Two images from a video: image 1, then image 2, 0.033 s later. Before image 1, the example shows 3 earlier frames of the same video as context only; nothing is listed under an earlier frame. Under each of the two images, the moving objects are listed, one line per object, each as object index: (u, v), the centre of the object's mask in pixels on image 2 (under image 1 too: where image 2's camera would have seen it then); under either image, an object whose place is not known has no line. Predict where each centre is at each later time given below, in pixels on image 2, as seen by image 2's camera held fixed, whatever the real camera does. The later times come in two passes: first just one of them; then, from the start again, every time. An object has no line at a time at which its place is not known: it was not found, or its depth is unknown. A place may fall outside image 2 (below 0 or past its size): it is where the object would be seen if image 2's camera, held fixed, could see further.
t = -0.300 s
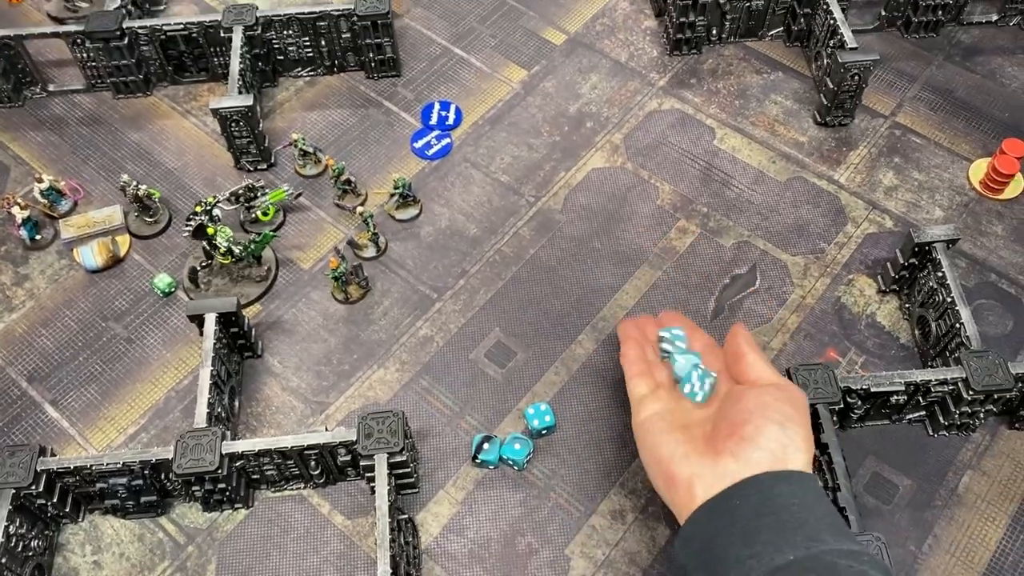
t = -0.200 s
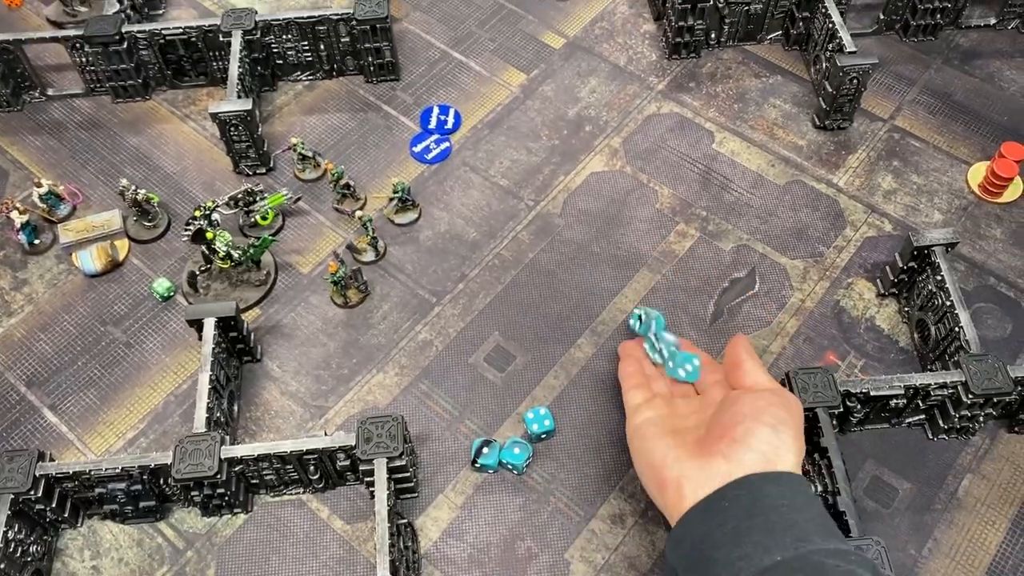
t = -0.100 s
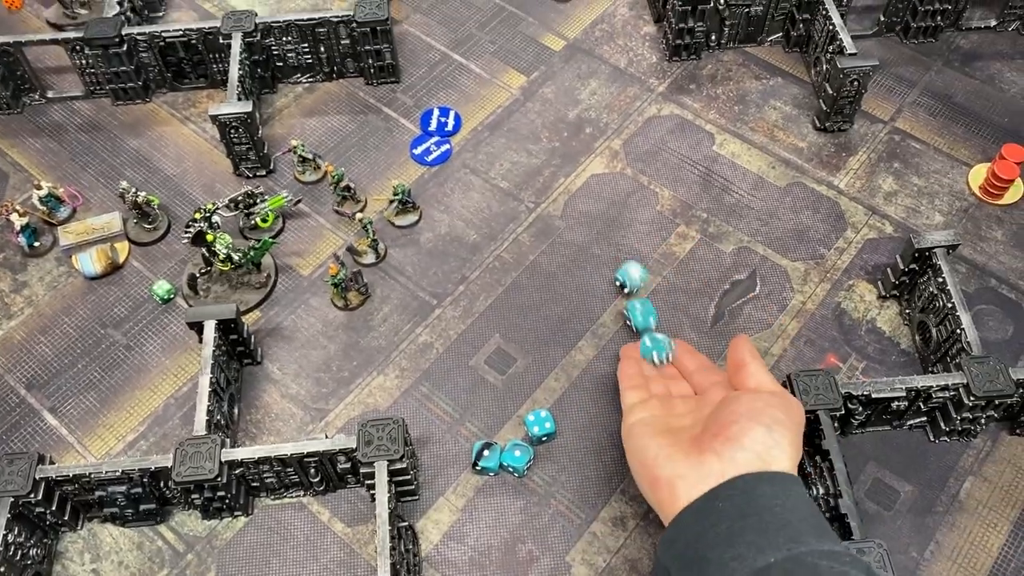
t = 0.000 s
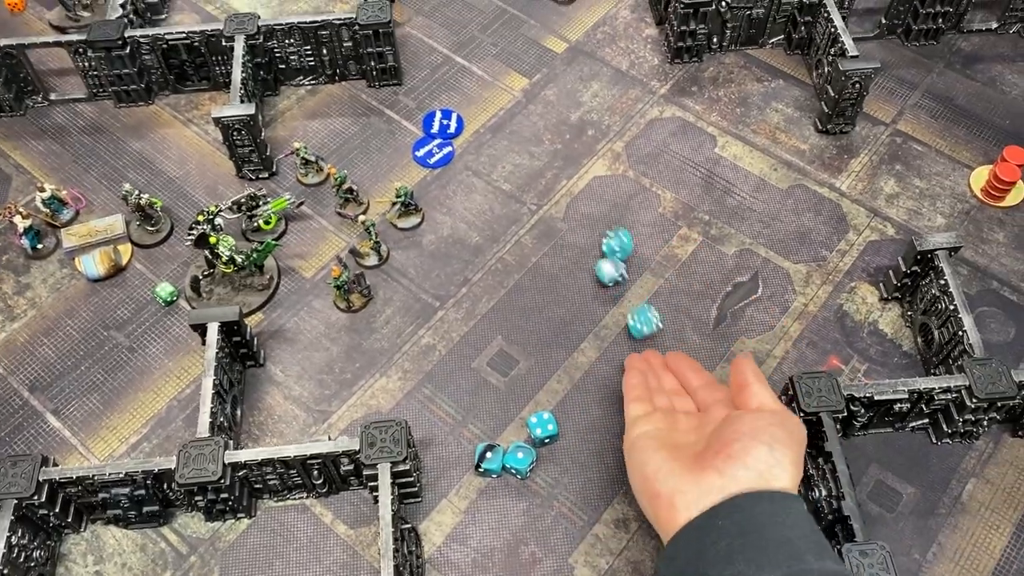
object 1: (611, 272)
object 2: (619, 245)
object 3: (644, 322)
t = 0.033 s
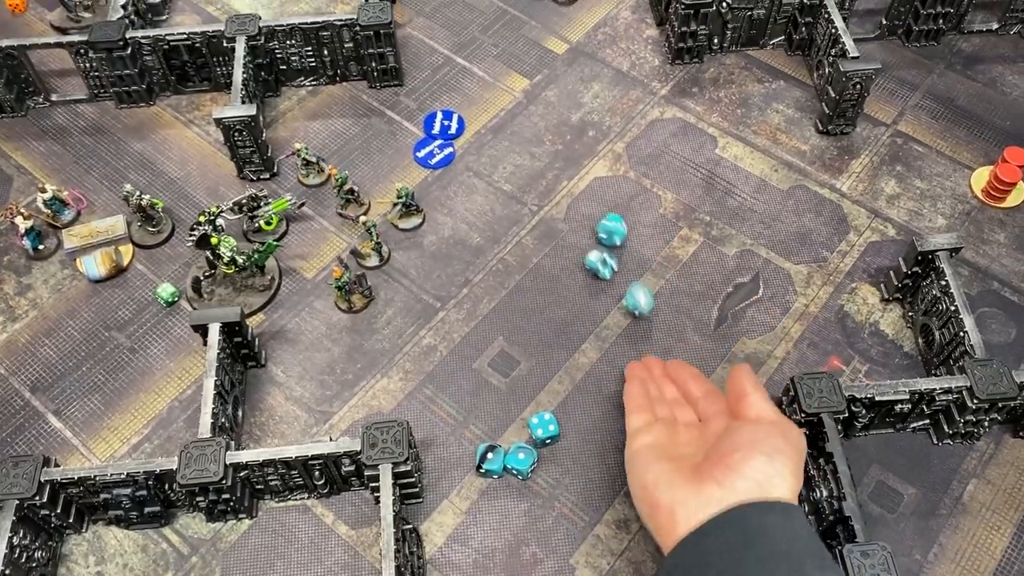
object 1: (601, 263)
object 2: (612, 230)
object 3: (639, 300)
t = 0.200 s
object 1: (557, 235)
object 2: (587, 191)
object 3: (610, 223)
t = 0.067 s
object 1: (591, 255)
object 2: (603, 218)
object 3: (629, 286)
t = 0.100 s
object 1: (582, 246)
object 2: (597, 208)
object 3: (623, 267)
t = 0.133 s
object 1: (574, 241)
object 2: (591, 201)
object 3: (617, 249)
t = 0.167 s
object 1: (566, 238)
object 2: (589, 195)
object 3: (613, 235)
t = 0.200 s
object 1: (557, 235)
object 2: (587, 191)
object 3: (610, 223)
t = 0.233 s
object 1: (548, 232)
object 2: (587, 191)
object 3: (609, 212)
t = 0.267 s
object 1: (540, 225)
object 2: (586, 190)
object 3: (610, 202)
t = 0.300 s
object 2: (584, 188)
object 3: (611, 196)
